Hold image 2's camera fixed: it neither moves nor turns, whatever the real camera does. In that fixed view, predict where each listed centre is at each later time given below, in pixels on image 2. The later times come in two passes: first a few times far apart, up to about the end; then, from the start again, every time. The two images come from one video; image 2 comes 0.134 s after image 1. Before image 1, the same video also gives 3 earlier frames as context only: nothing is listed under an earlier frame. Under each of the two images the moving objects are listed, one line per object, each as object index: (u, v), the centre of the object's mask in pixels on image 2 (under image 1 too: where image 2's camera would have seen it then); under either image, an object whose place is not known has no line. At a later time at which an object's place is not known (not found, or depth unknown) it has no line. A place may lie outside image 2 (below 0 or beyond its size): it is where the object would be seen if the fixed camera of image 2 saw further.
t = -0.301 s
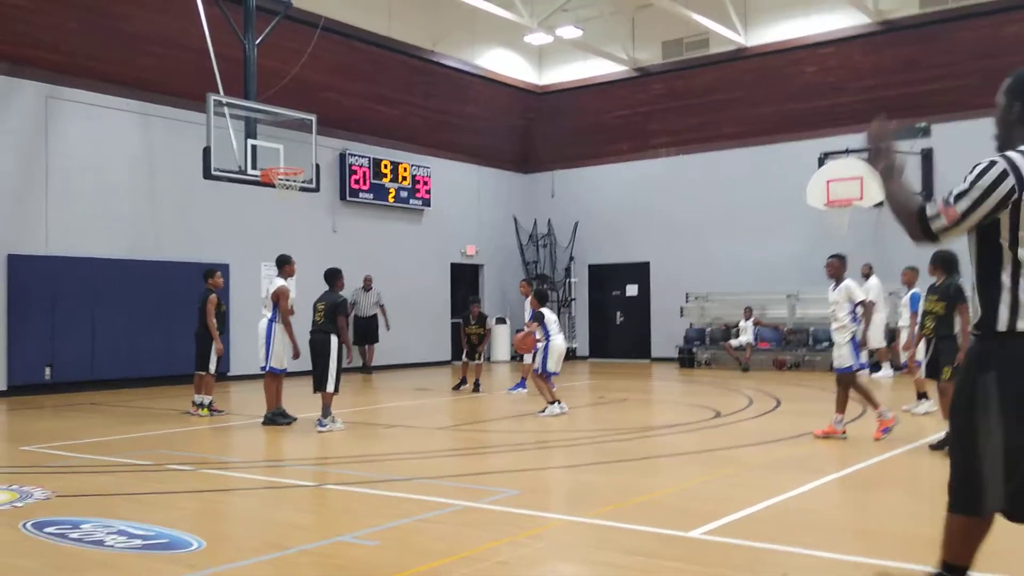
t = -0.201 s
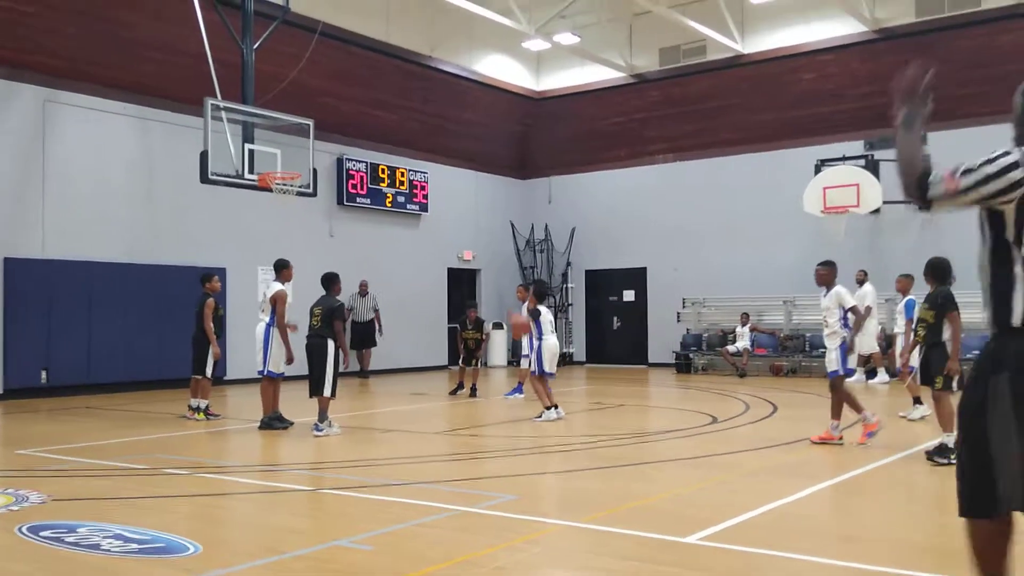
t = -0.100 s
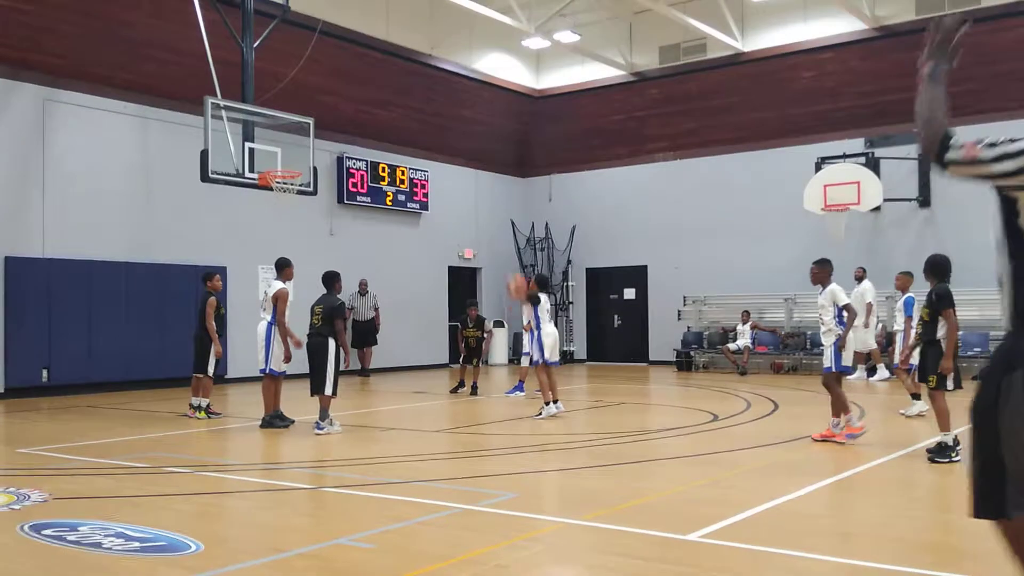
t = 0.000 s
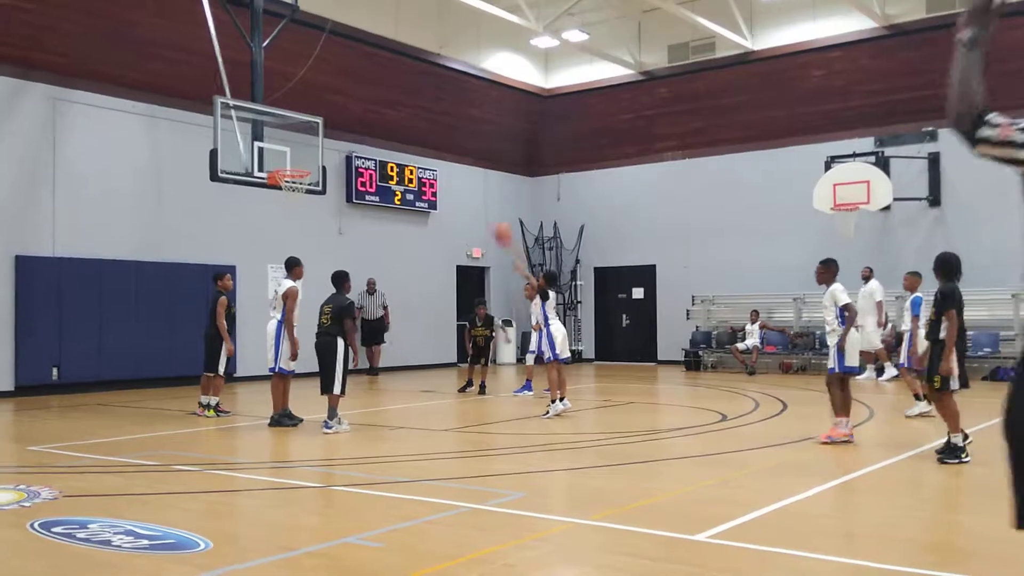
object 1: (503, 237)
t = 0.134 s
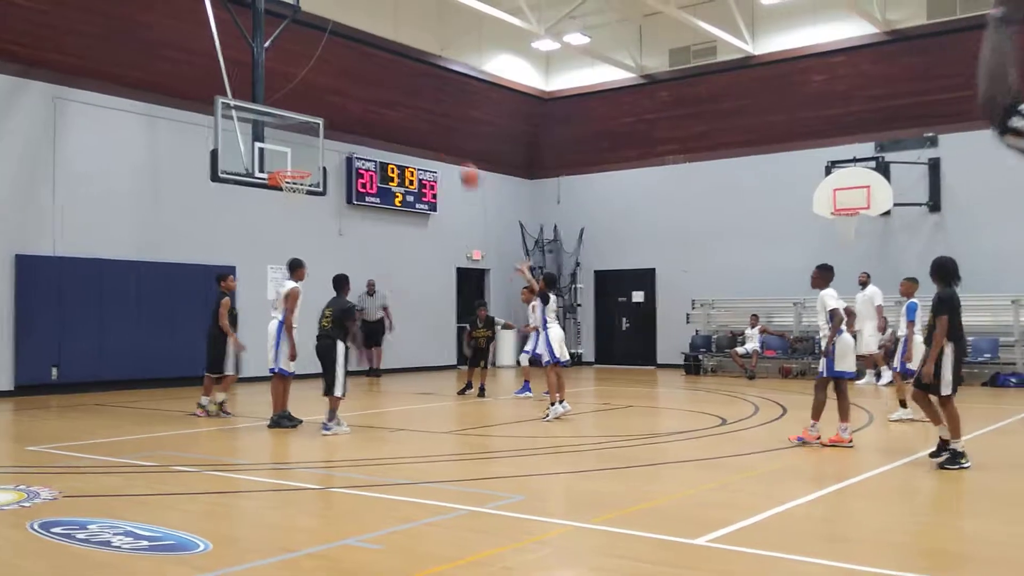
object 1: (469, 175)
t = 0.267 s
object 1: (439, 136)
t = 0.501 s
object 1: (389, 103)
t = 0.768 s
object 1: (338, 120)
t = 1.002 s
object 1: (300, 177)
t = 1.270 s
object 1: (274, 213)
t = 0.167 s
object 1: (462, 164)
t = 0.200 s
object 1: (454, 152)
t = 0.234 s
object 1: (447, 144)
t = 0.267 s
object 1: (439, 136)
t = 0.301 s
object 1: (432, 128)
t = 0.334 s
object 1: (424, 121)
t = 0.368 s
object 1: (417, 116)
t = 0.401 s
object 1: (410, 112)
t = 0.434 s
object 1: (403, 108)
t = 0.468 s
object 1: (396, 105)
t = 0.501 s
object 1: (389, 103)
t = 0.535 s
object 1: (383, 103)
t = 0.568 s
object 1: (377, 103)
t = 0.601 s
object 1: (370, 104)
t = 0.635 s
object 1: (364, 105)
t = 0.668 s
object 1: (357, 107)
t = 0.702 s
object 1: (350, 111)
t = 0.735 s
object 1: (345, 115)
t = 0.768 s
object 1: (338, 120)
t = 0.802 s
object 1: (333, 125)
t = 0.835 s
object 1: (327, 131)
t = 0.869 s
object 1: (323, 139)
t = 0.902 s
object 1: (314, 149)
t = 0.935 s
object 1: (309, 157)
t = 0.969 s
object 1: (303, 167)
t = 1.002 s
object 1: (300, 177)
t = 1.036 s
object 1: (292, 186)
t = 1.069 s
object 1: (289, 188)
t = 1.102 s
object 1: (286, 191)
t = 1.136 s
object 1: (283, 195)
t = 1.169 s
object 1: (281, 199)
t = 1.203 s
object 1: (279, 203)
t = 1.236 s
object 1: (276, 208)
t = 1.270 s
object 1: (274, 213)
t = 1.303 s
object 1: (272, 219)
